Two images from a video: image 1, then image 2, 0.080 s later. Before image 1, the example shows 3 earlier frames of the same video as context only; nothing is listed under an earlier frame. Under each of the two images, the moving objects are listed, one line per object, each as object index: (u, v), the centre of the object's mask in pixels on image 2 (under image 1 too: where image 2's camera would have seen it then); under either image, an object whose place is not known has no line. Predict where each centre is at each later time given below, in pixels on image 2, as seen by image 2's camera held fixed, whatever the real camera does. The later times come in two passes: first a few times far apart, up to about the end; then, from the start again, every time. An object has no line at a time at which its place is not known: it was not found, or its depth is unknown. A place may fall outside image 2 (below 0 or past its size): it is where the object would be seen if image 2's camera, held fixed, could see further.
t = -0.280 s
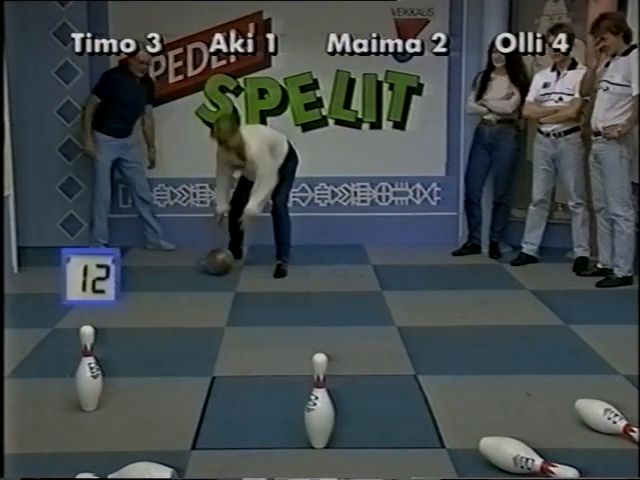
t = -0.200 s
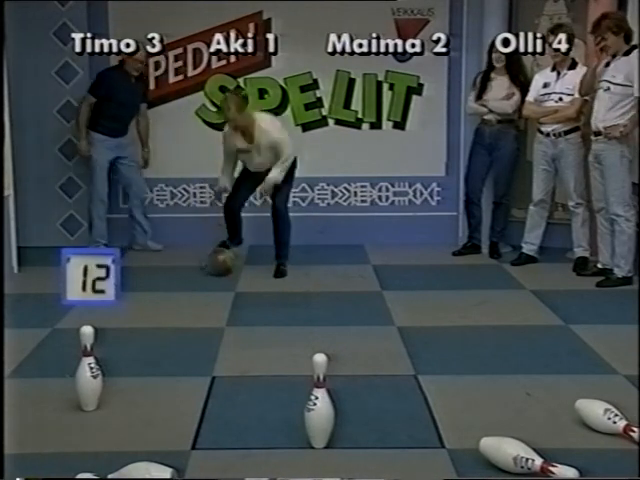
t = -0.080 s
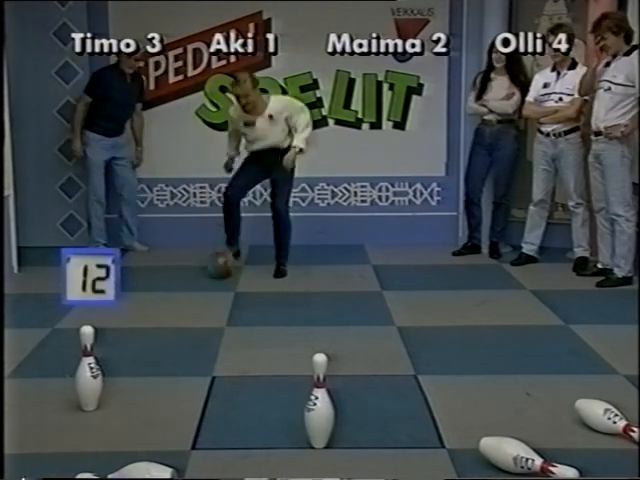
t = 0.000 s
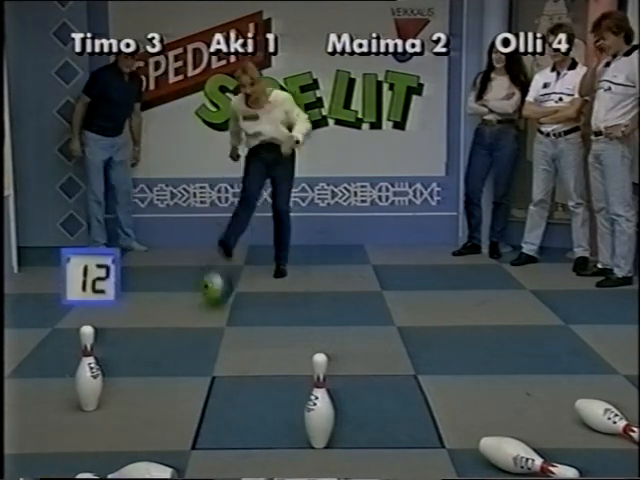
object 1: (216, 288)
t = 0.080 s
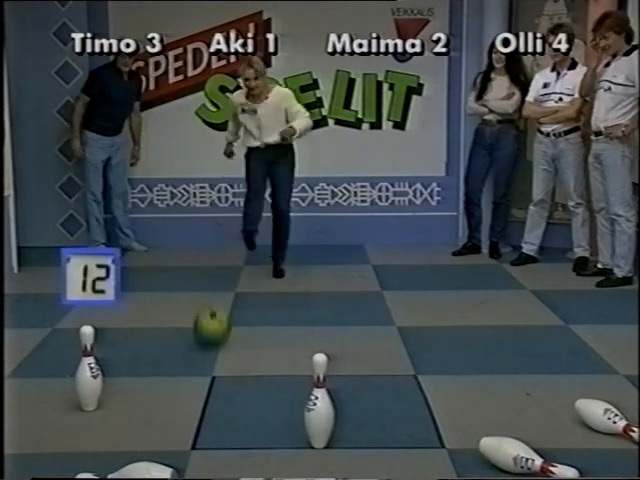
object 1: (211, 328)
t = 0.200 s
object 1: (203, 392)
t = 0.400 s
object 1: (220, 462)
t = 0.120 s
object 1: (208, 349)
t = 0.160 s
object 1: (205, 369)
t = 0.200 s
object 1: (203, 392)
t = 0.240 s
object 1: (203, 415)
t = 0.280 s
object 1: (204, 432)
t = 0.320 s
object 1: (208, 447)
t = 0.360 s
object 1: (213, 457)
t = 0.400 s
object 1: (220, 462)
